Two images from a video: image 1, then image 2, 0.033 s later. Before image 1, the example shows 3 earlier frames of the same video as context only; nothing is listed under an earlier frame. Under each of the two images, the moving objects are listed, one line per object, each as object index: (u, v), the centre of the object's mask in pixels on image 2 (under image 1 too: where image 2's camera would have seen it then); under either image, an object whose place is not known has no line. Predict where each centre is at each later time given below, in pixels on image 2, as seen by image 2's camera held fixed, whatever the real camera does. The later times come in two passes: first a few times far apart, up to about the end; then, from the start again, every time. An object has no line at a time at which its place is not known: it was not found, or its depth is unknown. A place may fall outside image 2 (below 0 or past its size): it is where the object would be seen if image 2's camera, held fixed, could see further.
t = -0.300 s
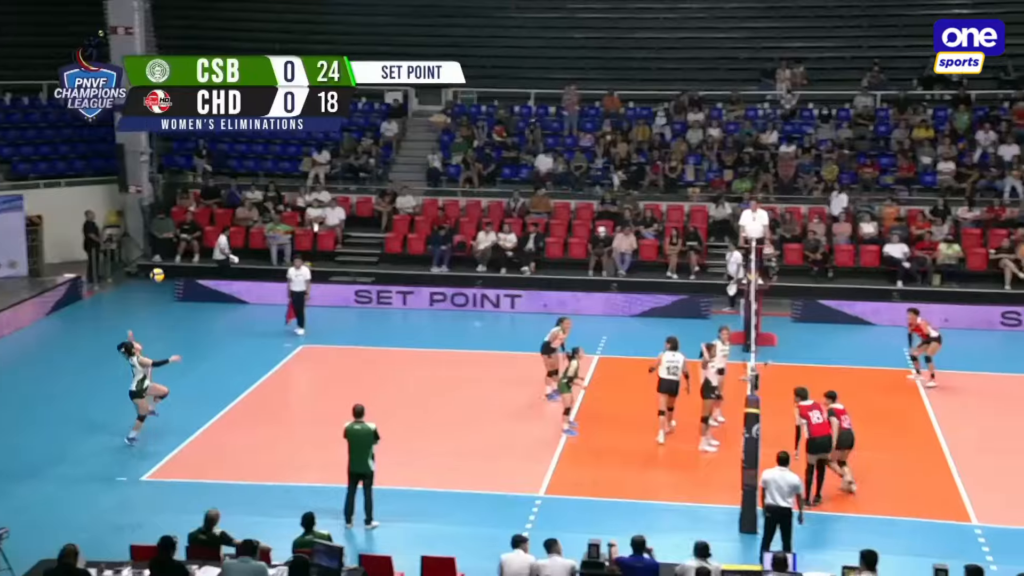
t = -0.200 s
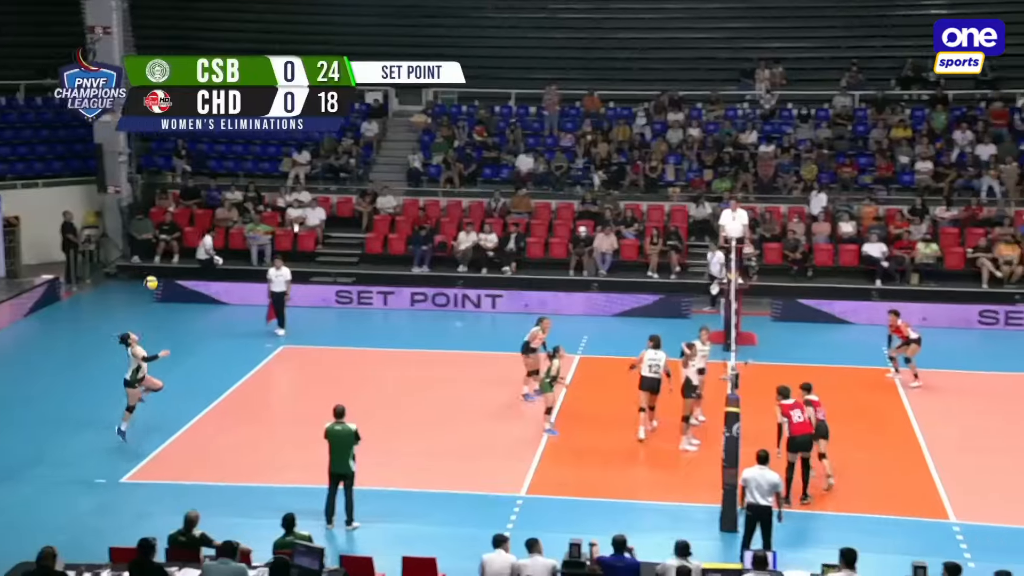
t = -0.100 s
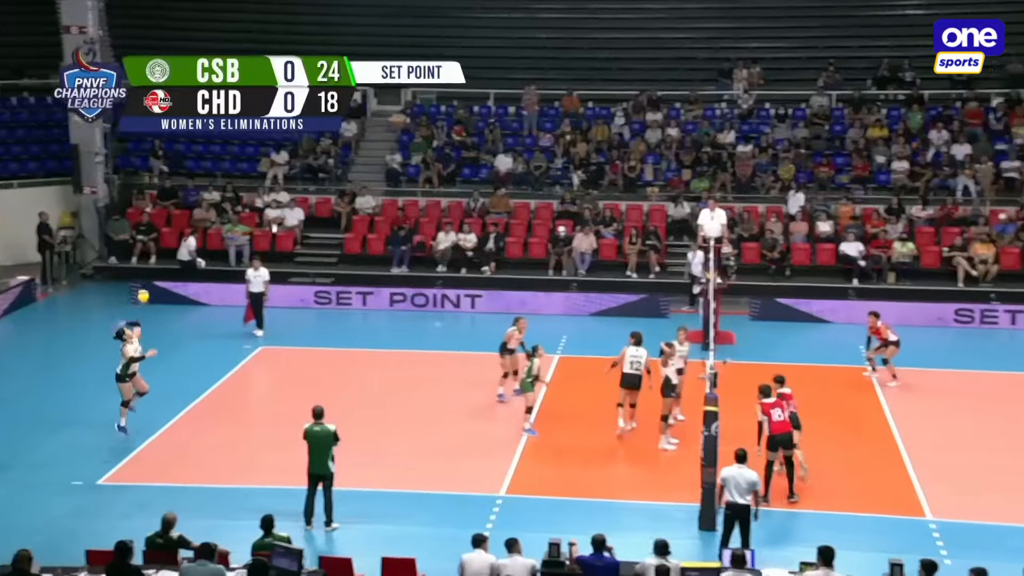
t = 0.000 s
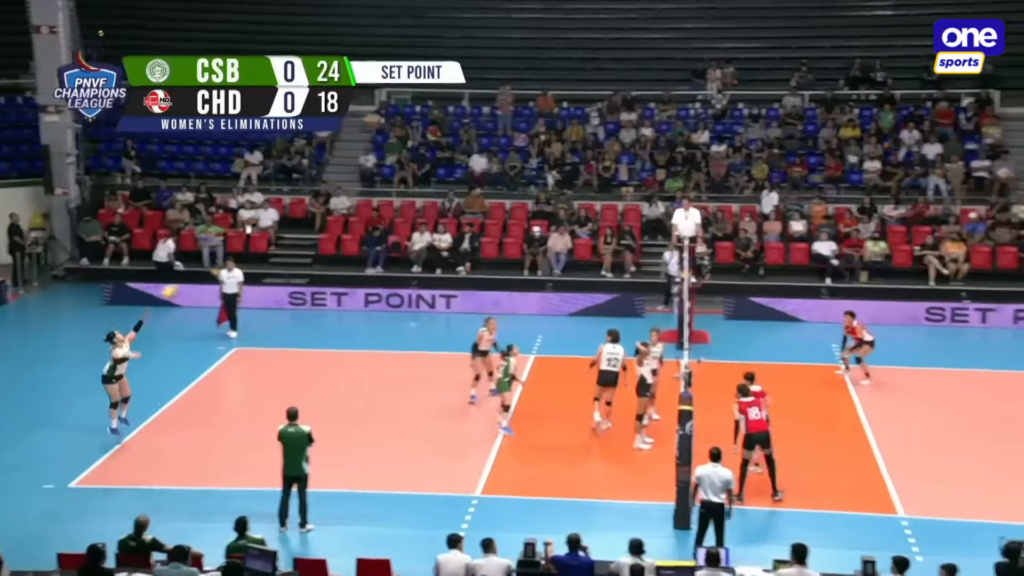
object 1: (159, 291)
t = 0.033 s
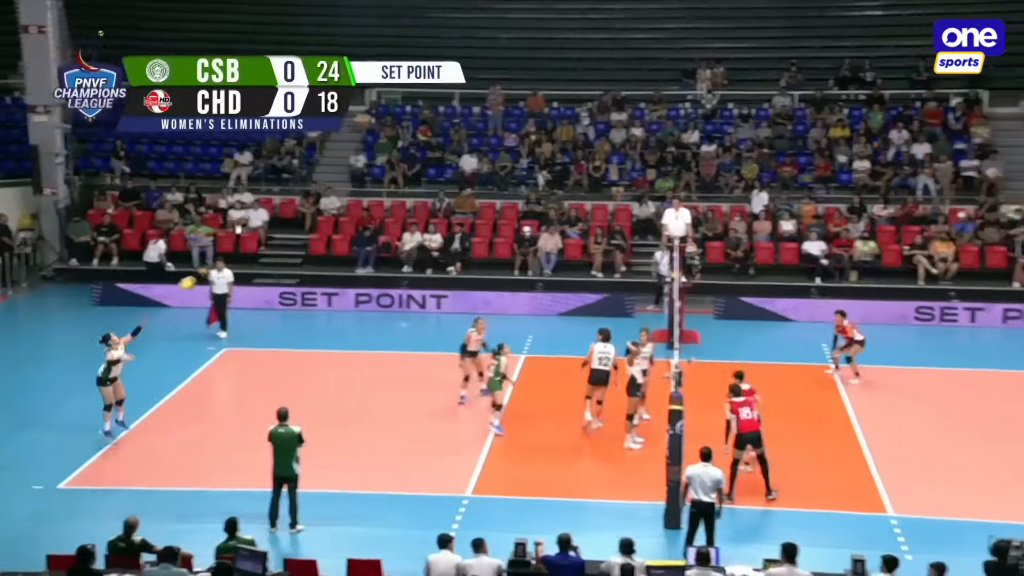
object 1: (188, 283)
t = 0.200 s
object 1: (324, 251)
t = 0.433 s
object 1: (506, 231)
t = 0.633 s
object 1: (658, 237)
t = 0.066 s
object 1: (214, 276)
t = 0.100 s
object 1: (243, 269)
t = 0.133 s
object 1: (270, 262)
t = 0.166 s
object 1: (297, 256)
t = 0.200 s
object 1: (324, 251)
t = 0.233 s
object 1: (351, 246)
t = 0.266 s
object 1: (378, 242)
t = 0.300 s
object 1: (403, 239)
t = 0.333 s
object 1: (431, 236)
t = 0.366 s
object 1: (456, 234)
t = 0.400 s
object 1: (481, 232)
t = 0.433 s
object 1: (506, 231)
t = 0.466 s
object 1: (533, 231)
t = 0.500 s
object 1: (557, 231)
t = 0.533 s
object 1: (583, 232)
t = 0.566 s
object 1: (608, 233)
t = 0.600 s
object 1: (634, 235)
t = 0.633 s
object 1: (658, 237)
